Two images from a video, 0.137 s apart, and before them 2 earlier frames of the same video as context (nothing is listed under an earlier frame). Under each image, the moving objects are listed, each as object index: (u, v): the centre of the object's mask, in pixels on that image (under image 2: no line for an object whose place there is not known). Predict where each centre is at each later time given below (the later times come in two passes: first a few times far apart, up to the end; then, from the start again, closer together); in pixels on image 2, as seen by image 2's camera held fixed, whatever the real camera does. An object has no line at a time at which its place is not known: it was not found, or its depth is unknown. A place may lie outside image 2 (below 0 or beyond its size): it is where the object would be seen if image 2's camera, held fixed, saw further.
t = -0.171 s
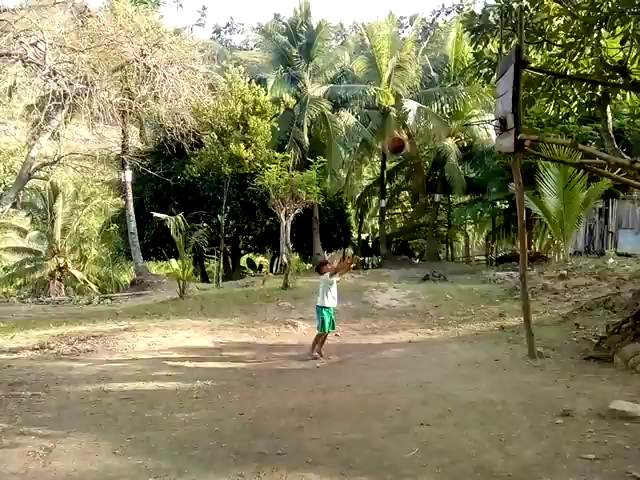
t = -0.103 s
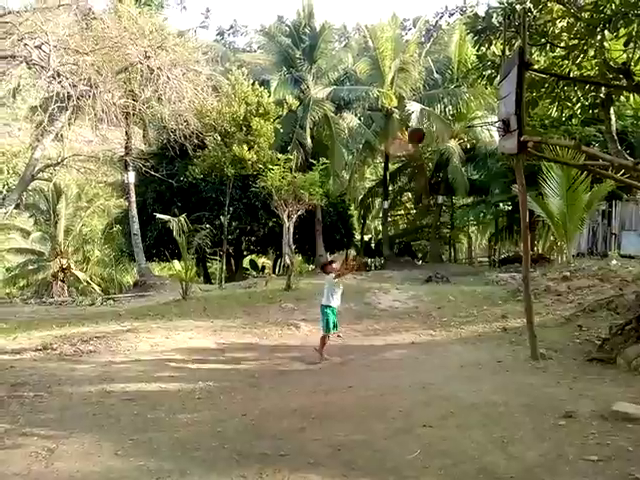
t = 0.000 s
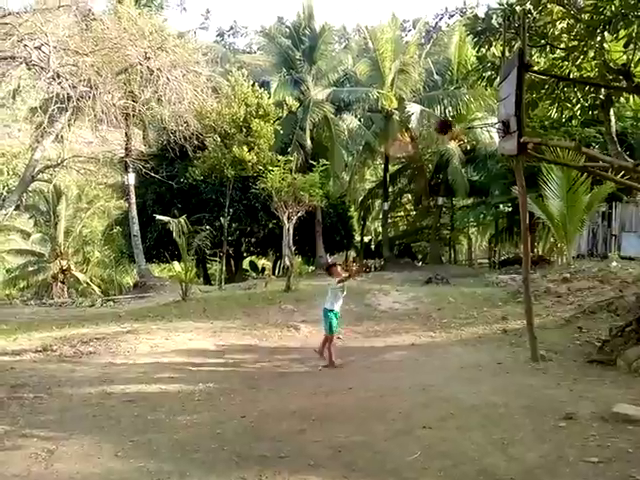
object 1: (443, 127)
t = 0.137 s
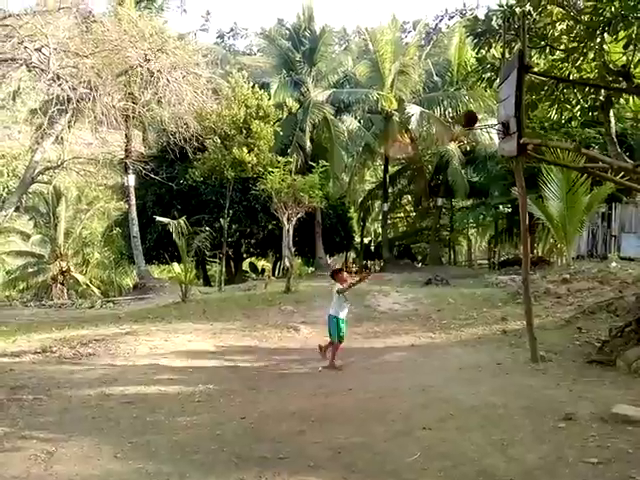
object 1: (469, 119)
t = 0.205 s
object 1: (468, 113)
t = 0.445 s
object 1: (465, 121)
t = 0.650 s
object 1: (459, 165)
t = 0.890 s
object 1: (452, 254)
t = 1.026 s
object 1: (446, 318)
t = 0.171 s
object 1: (469, 116)
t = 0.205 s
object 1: (468, 113)
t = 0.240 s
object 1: (467, 112)
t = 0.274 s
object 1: (467, 112)
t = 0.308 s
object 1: (467, 113)
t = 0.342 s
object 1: (466, 113)
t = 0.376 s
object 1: (466, 115)
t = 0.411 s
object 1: (465, 119)
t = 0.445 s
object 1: (465, 121)
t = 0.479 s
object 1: (464, 128)
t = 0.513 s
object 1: (462, 134)
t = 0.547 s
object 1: (461, 140)
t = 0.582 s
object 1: (460, 148)
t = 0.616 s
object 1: (460, 156)
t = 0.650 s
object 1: (459, 165)
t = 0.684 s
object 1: (457, 177)
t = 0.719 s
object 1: (454, 188)
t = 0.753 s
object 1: (452, 198)
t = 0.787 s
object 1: (452, 211)
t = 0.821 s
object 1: (452, 222)
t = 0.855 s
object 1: (452, 239)
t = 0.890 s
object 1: (452, 254)
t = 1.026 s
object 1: (446, 318)
